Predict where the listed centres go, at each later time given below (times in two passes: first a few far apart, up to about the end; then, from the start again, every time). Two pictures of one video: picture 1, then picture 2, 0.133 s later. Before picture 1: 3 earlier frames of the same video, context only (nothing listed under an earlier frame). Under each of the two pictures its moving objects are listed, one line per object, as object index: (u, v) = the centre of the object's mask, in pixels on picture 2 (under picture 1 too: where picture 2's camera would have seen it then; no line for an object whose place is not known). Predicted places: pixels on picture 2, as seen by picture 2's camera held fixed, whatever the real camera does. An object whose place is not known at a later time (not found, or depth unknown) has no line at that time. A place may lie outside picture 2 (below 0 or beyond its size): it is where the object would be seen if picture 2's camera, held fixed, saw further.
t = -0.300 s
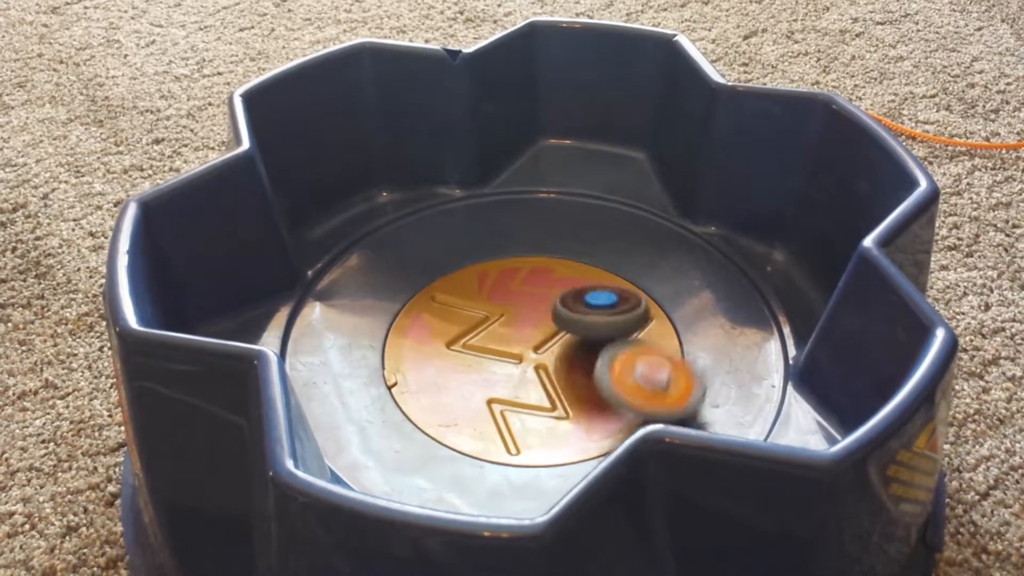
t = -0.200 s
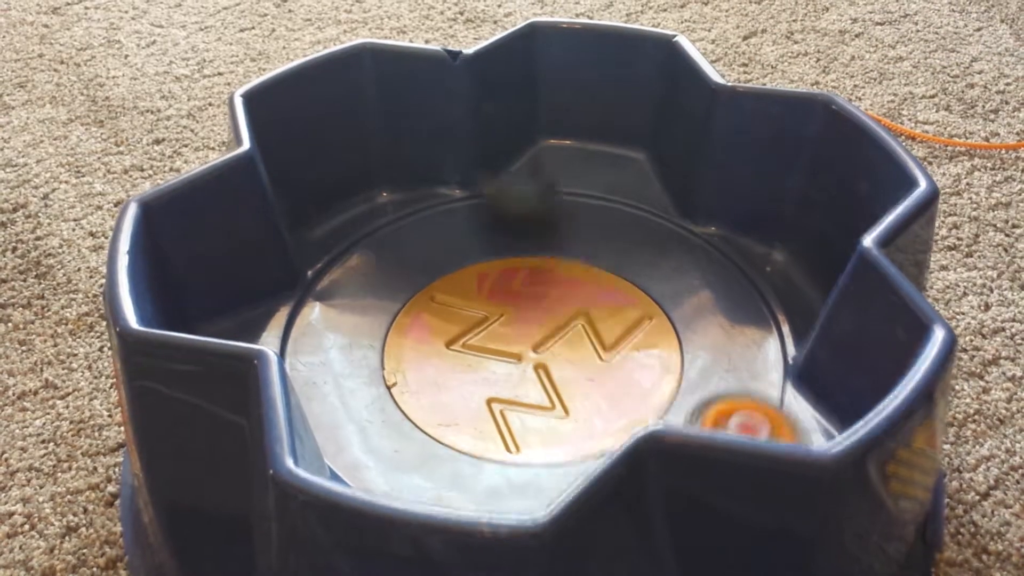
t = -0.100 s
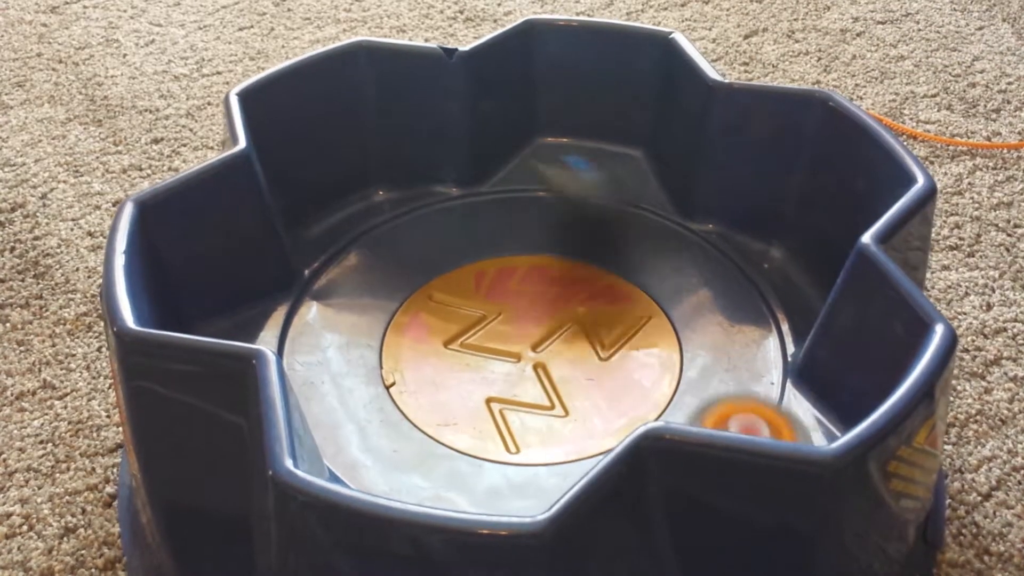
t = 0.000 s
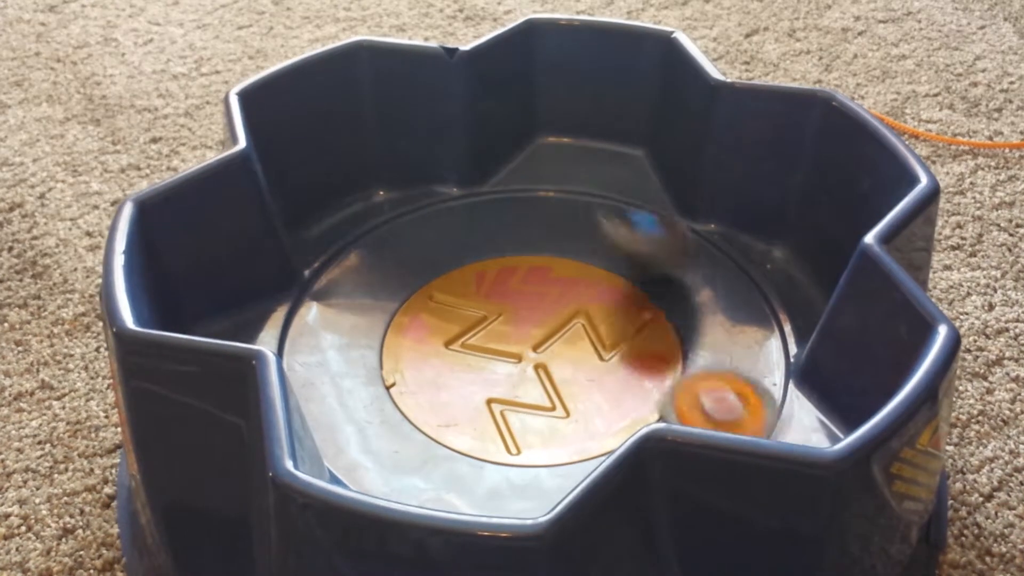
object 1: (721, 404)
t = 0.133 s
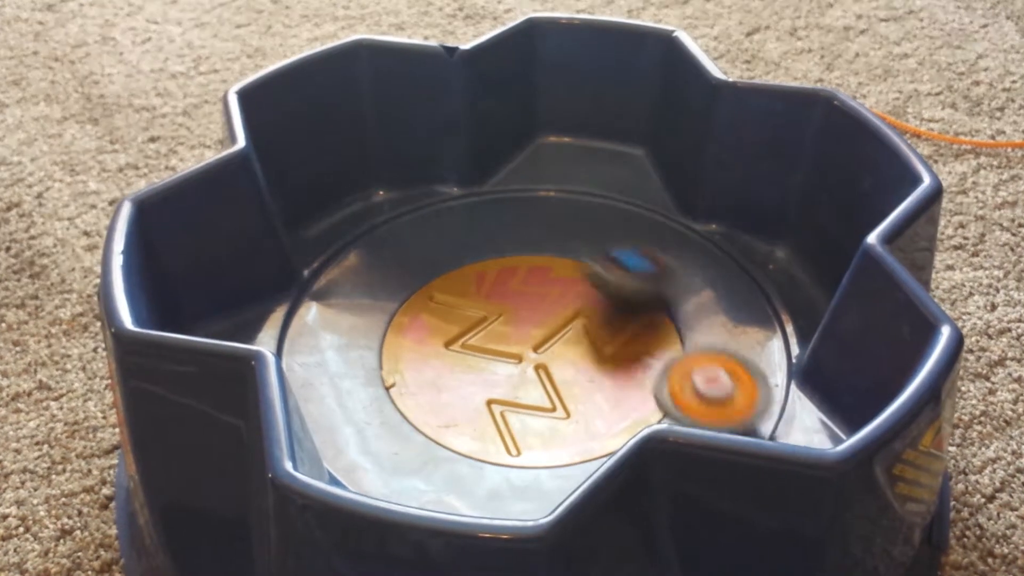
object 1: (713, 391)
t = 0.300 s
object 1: (737, 390)
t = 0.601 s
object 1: (693, 281)
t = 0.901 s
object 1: (537, 197)
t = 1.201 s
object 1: (500, 282)
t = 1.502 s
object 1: (431, 390)
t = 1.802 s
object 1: (582, 431)
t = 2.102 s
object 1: (619, 342)
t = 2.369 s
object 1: (648, 291)
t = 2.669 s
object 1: (633, 307)
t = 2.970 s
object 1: (616, 325)
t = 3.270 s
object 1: (575, 283)
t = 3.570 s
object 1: (479, 275)
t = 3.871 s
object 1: (477, 326)
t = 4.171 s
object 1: (506, 329)
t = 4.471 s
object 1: (542, 347)
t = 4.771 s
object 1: (539, 342)
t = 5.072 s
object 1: (540, 343)
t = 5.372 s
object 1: (541, 343)
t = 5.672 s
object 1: (543, 347)
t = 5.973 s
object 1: (541, 342)
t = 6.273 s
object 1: (540, 339)
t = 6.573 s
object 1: (540, 339)
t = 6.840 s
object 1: (541, 339)
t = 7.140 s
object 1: (540, 340)
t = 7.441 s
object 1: (541, 339)
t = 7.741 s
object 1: (541, 340)
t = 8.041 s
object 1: (541, 341)
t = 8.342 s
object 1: (540, 340)
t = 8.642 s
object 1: (540, 340)
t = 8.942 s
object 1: (540, 340)
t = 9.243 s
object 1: (535, 338)
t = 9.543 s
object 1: (546, 351)
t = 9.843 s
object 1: (540, 341)
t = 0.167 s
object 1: (719, 398)
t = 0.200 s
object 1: (724, 399)
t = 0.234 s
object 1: (727, 399)
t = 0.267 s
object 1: (731, 396)
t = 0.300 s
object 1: (737, 390)
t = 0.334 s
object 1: (744, 379)
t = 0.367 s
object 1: (747, 365)
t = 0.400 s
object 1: (747, 351)
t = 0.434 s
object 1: (743, 337)
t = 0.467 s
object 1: (736, 324)
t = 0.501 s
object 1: (728, 312)
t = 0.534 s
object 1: (718, 301)
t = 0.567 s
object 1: (707, 291)
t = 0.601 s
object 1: (693, 281)
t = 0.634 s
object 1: (677, 272)
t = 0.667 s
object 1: (658, 264)
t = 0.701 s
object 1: (634, 258)
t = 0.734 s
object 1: (612, 255)
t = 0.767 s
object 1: (584, 247)
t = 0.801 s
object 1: (551, 220)
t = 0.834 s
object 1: (513, 187)
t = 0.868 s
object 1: (515, 177)
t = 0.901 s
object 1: (537, 197)
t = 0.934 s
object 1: (555, 226)
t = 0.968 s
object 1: (569, 245)
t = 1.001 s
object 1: (579, 266)
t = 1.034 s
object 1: (574, 274)
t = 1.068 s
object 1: (564, 276)
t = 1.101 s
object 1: (550, 277)
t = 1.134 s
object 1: (535, 278)
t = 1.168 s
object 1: (517, 279)
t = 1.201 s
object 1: (500, 282)
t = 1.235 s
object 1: (484, 286)
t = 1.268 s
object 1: (478, 294)
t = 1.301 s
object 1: (473, 303)
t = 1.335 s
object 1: (466, 308)
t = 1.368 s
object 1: (458, 313)
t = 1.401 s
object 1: (422, 334)
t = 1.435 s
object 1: (394, 353)
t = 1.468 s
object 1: (411, 375)
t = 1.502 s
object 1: (431, 390)
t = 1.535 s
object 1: (452, 402)
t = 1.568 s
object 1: (469, 413)
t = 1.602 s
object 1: (486, 423)
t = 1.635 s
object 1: (503, 430)
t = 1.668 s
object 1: (523, 434)
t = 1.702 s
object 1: (543, 437)
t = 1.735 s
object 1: (559, 438)
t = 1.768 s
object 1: (571, 436)
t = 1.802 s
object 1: (582, 431)
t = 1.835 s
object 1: (592, 425)
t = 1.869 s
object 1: (605, 417)
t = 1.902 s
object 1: (619, 407)
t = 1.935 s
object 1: (631, 399)
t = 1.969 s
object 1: (638, 389)
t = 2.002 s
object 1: (640, 379)
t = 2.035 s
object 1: (638, 367)
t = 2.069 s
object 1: (632, 355)
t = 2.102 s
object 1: (619, 342)
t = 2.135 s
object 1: (608, 333)
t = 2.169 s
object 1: (610, 323)
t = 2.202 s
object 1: (624, 308)
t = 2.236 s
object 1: (635, 300)
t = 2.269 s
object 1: (642, 292)
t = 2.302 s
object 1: (649, 288)
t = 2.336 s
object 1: (650, 287)
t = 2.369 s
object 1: (648, 291)
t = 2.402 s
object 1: (641, 296)
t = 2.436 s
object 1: (633, 305)
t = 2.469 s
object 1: (625, 313)
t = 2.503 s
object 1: (614, 322)
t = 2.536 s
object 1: (604, 330)
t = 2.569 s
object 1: (603, 331)
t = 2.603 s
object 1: (616, 322)
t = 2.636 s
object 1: (624, 313)
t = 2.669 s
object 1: (633, 307)
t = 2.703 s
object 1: (637, 301)
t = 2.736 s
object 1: (641, 300)
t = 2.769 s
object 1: (642, 299)
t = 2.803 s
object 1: (641, 300)
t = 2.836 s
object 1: (638, 303)
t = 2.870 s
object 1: (633, 307)
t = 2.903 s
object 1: (628, 314)
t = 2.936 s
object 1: (621, 319)
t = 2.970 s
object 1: (616, 325)
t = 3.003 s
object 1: (608, 331)
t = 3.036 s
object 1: (607, 330)
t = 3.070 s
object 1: (610, 329)
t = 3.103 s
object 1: (612, 322)
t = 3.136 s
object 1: (610, 316)
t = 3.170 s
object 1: (606, 309)
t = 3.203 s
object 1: (598, 300)
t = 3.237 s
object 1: (586, 292)
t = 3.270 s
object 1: (575, 283)
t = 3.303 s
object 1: (566, 278)
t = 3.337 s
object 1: (556, 272)
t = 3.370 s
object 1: (546, 267)
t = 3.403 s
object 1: (534, 265)
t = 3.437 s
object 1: (521, 263)
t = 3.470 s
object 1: (510, 264)
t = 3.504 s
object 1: (498, 266)
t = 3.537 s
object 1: (488, 270)
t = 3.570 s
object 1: (479, 275)
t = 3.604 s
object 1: (471, 282)
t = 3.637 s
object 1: (469, 287)
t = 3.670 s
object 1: (468, 294)
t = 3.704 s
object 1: (466, 305)
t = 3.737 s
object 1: (464, 311)
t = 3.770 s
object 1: (464, 313)
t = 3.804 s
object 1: (468, 317)
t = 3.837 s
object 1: (470, 323)
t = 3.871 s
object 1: (477, 326)
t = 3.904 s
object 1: (487, 325)
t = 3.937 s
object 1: (480, 325)
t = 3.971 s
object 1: (477, 324)
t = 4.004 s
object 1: (476, 324)
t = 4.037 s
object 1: (477, 324)
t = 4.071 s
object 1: (482, 325)
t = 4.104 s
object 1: (490, 326)
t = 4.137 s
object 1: (499, 328)
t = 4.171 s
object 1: (506, 329)
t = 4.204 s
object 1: (516, 330)
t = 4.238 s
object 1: (518, 329)
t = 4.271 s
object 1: (512, 331)
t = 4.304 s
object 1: (509, 330)
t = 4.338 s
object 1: (516, 332)
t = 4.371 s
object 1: (533, 338)
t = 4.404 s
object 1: (545, 343)
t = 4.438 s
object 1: (547, 346)
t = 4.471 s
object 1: (542, 347)
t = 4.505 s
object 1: (540, 346)
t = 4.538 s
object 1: (543, 346)
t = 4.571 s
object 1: (541, 346)
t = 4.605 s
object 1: (541, 344)
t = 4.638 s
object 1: (539, 342)
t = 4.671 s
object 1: (538, 340)
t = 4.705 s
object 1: (539, 341)
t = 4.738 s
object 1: (539, 342)
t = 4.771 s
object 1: (539, 342)
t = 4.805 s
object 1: (539, 341)
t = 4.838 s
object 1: (538, 341)
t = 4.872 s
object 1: (539, 342)
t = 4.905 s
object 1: (540, 342)
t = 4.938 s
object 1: (540, 343)
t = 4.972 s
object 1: (541, 344)
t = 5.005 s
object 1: (540, 343)
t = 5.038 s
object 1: (540, 343)
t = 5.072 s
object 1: (540, 343)
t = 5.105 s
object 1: (541, 344)
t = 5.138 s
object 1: (540, 344)
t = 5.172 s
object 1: (540, 344)
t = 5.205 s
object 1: (540, 343)
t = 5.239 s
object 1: (540, 343)
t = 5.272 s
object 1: (540, 342)
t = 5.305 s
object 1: (539, 342)
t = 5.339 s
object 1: (540, 342)
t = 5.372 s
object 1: (541, 343)
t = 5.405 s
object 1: (540, 343)
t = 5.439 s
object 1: (542, 346)
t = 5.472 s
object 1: (543, 347)
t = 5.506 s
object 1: (543, 348)
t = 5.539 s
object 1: (545, 349)
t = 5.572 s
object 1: (544, 349)
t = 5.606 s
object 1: (544, 349)
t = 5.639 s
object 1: (544, 348)
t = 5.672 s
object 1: (543, 347)
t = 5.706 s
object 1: (543, 347)
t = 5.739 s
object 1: (543, 346)
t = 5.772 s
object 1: (543, 345)
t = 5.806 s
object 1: (543, 346)
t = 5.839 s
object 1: (543, 346)
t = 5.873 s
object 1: (543, 347)
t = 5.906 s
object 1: (543, 346)
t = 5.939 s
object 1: (542, 344)
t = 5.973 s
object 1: (541, 342)
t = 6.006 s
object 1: (540, 341)
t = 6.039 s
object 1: (540, 341)
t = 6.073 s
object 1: (540, 341)
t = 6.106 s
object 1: (540, 341)
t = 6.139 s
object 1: (540, 341)
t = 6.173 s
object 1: (541, 341)
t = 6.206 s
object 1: (540, 339)
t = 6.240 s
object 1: (540, 339)
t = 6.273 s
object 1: (540, 339)
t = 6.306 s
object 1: (540, 340)
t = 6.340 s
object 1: (540, 339)
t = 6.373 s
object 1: (539, 339)
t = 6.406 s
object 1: (542, 340)
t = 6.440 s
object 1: (540, 340)
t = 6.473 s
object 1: (540, 339)
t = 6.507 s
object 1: (541, 339)
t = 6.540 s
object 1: (540, 339)
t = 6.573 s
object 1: (540, 339)
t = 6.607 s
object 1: (540, 339)
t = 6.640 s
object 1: (540, 339)
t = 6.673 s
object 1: (540, 339)
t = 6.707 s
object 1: (540, 339)
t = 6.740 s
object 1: (540, 339)
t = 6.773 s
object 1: (540, 339)
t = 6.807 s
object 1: (540, 339)
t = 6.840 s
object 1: (541, 339)
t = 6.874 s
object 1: (541, 339)
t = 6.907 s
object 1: (540, 339)
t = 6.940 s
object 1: (541, 340)
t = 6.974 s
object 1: (541, 340)
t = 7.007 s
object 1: (541, 340)
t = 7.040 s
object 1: (542, 340)
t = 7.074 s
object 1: (541, 340)
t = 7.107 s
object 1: (542, 341)
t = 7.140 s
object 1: (540, 340)
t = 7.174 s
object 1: (541, 339)
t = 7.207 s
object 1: (541, 340)
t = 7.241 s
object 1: (542, 341)
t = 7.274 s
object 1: (541, 340)
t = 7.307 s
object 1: (541, 339)
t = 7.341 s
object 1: (542, 340)
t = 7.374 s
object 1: (540, 339)
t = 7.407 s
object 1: (541, 339)
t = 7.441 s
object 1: (541, 339)
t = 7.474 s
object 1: (541, 339)
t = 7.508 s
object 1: (541, 339)
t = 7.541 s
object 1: (541, 340)
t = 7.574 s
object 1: (541, 340)
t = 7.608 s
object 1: (541, 340)
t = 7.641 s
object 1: (542, 340)
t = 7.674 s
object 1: (541, 340)
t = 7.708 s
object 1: (541, 340)
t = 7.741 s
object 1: (541, 340)
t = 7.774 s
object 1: (541, 340)
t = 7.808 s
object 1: (541, 340)
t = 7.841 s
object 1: (542, 341)
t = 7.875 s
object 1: (541, 341)
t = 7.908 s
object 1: (540, 339)
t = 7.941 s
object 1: (542, 341)
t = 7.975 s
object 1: (542, 342)
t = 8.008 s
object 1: (542, 342)
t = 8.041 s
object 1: (541, 341)
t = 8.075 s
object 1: (539, 339)
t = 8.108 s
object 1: (542, 340)
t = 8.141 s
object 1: (540, 340)
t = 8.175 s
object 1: (541, 340)
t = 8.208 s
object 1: (540, 340)
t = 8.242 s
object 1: (541, 341)
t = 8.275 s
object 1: (540, 340)
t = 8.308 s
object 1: (542, 340)
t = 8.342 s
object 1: (540, 340)
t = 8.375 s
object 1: (541, 341)
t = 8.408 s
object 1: (542, 341)
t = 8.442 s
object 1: (540, 340)
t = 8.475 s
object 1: (540, 340)
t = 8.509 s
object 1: (540, 341)
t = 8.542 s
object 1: (542, 342)
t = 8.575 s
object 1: (541, 343)
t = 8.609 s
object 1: (542, 342)
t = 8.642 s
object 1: (540, 340)
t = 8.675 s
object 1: (540, 340)
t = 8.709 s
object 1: (542, 341)
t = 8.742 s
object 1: (540, 340)
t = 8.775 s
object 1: (540, 340)
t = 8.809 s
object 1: (541, 341)
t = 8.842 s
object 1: (540, 341)
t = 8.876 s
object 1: (539, 340)
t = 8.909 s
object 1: (541, 341)
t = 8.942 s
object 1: (540, 340)
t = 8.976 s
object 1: (541, 340)
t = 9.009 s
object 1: (539, 340)
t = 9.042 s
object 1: (542, 341)
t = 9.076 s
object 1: (541, 340)
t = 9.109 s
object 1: (539, 338)
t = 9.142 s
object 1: (537, 334)
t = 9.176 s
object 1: (536, 334)
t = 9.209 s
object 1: (535, 335)
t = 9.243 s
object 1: (535, 338)
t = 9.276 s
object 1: (538, 343)
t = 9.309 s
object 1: (549, 350)
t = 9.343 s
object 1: (549, 355)
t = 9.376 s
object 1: (548, 357)
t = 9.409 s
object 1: (551, 359)
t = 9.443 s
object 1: (549, 359)
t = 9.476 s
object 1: (550, 358)
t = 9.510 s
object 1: (547, 355)
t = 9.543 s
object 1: (546, 351)
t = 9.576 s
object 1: (544, 348)
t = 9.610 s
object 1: (542, 344)
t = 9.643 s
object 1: (541, 341)
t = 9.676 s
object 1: (539, 339)
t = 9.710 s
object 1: (542, 341)
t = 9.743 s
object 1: (541, 342)
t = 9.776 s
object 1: (542, 342)
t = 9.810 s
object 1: (542, 342)
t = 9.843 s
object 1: (540, 341)
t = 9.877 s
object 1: (541, 340)
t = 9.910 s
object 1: (540, 340)
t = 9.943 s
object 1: (541, 341)
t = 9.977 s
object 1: (540, 341)
